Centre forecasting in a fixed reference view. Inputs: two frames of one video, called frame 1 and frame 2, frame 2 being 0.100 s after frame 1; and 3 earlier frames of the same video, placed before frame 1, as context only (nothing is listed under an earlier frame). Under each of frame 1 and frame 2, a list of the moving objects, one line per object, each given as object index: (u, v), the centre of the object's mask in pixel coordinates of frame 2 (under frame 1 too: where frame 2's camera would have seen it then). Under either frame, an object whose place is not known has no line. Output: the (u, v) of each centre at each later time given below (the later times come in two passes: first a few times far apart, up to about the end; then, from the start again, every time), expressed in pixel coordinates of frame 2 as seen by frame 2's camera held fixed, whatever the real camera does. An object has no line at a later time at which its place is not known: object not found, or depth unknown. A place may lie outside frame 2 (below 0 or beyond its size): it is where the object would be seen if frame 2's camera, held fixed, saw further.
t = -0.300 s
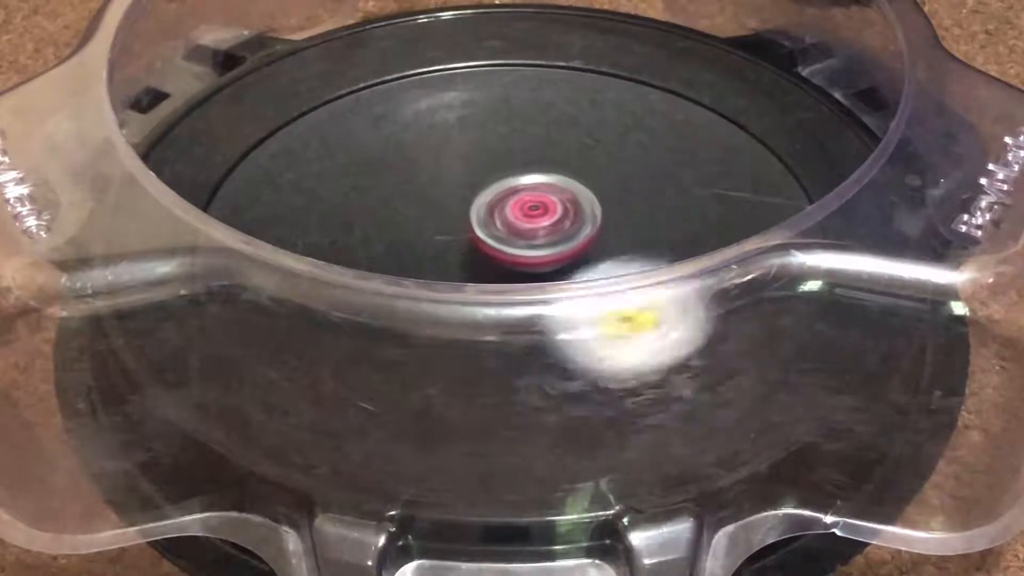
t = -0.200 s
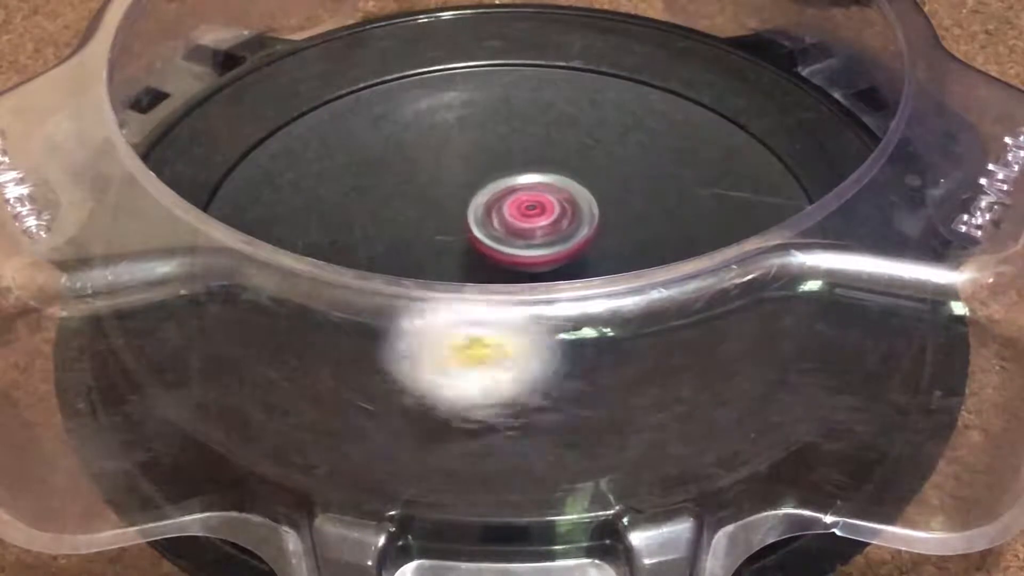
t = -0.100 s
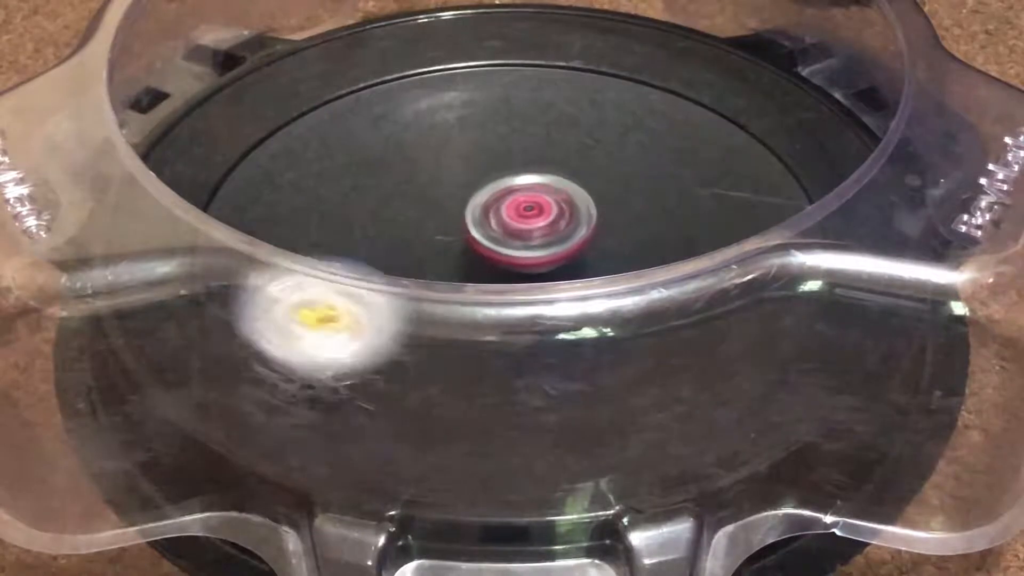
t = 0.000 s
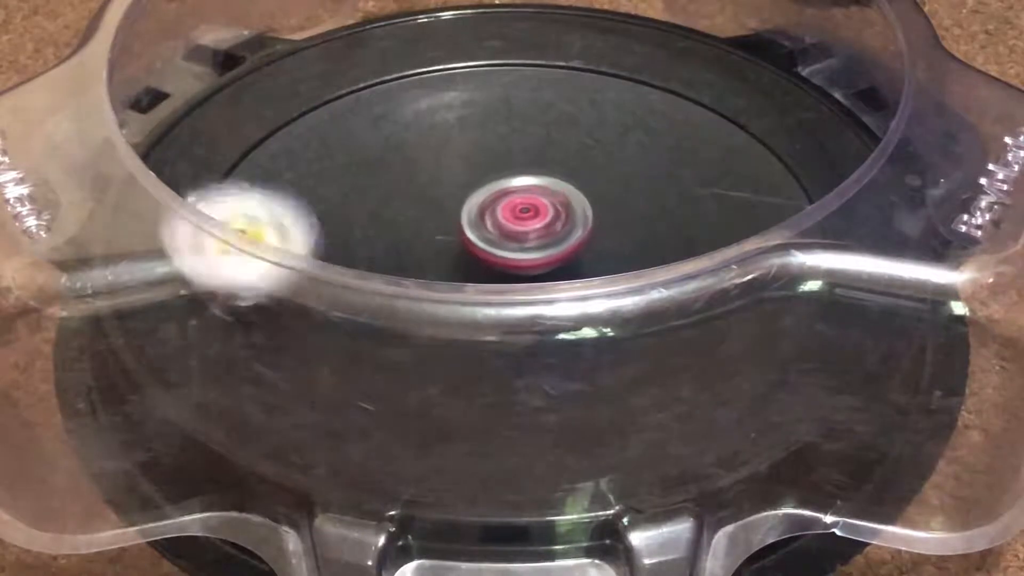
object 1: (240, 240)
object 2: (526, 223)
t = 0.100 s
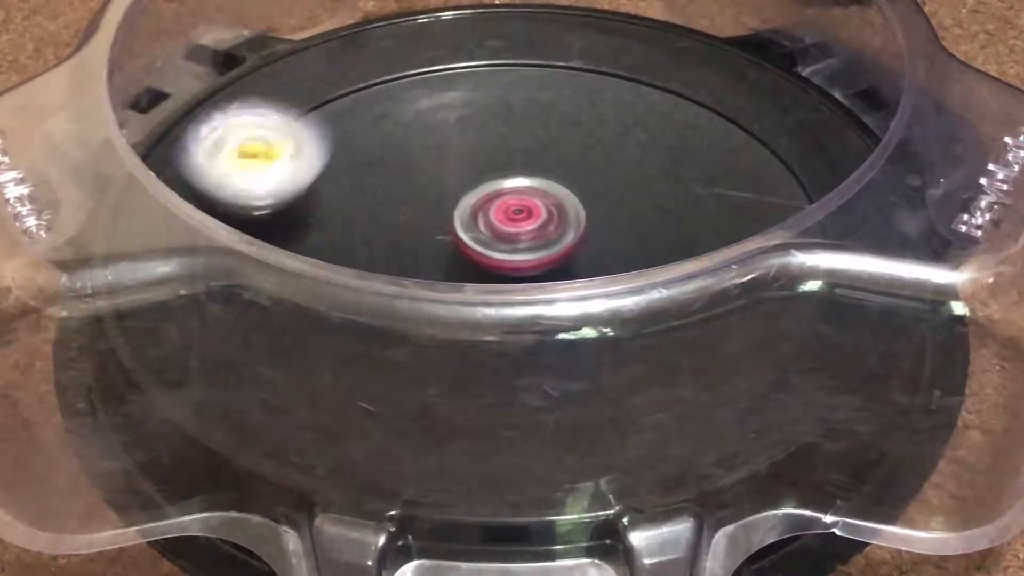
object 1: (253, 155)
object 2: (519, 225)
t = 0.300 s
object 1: (485, 79)
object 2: (500, 223)
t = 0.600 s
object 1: (753, 238)
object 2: (493, 213)
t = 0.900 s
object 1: (402, 357)
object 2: (517, 220)
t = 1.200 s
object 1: (372, 128)
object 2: (519, 237)
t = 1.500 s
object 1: (720, 101)
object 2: (504, 240)
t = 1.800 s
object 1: (641, 329)
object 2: (508, 229)
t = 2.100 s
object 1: (301, 209)
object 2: (534, 225)
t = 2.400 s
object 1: (497, 56)
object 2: (537, 227)
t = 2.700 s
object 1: (701, 212)
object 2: (523, 224)
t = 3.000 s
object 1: (389, 341)
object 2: (516, 219)
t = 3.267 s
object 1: (307, 162)
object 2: (510, 220)
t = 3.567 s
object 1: (631, 124)
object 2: (504, 223)
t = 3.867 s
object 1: (696, 315)
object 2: (502, 227)
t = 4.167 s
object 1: (360, 268)
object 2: (513, 231)
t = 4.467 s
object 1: (474, 90)
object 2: (524, 234)
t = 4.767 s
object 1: (716, 170)
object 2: (521, 232)
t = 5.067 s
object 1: (477, 322)
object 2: (525, 221)
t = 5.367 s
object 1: (315, 164)
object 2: (530, 218)
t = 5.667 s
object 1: (585, 123)
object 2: (525, 219)
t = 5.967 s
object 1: (657, 294)
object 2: (515, 222)
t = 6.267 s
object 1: (365, 289)
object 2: (507, 226)
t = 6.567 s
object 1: (475, 123)
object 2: (503, 228)
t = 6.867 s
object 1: (706, 181)
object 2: (515, 230)
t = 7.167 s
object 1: (528, 344)
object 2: (499, 200)
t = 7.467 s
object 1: (319, 269)
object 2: (488, 156)
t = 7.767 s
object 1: (310, 265)
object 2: (658, 35)
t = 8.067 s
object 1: (354, 281)
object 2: (685, 63)
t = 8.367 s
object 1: (598, 260)
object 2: (579, 187)
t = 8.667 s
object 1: (697, 284)
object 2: (482, 248)
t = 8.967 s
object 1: (590, 184)
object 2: (477, 266)
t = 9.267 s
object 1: (585, 92)
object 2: (541, 262)
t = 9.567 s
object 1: (461, 132)
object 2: (626, 255)
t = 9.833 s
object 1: (341, 110)
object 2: (628, 250)
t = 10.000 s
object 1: (349, 145)
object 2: (589, 240)
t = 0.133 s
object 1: (278, 132)
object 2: (516, 225)
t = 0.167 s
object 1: (310, 111)
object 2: (513, 225)
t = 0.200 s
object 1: (349, 97)
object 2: (510, 225)
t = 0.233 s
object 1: (391, 85)
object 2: (507, 224)
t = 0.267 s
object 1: (438, 80)
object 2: (503, 223)
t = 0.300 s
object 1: (485, 79)
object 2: (500, 223)
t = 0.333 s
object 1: (533, 84)
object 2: (497, 223)
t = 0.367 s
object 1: (578, 91)
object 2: (495, 222)
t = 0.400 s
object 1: (620, 104)
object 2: (493, 220)
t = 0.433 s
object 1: (659, 120)
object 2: (492, 219)
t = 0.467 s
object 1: (692, 140)
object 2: (491, 218)
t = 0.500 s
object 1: (719, 163)
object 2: (491, 217)
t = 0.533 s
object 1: (737, 184)
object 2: (491, 215)
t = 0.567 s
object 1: (740, 201)
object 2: (492, 214)
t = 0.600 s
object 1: (753, 238)
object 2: (493, 213)
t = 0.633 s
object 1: (746, 271)
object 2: (495, 213)
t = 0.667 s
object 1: (734, 307)
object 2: (498, 212)
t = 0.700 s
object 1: (702, 329)
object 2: (501, 212)
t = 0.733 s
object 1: (665, 348)
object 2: (504, 212)
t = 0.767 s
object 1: (615, 367)
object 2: (506, 213)
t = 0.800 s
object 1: (562, 373)
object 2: (509, 215)
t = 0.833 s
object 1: (506, 378)
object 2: (512, 216)
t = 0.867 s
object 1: (454, 370)
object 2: (514, 218)
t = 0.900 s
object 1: (402, 357)
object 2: (517, 220)
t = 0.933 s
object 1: (361, 341)
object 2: (518, 222)
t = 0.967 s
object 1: (328, 310)
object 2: (520, 224)
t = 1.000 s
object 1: (309, 285)
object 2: (521, 226)
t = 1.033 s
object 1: (297, 256)
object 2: (522, 229)
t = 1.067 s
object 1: (294, 228)
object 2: (522, 232)
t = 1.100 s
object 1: (303, 198)
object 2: (521, 233)
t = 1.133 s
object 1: (318, 173)
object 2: (521, 235)
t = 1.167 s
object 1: (341, 150)
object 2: (520, 236)
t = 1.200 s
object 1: (372, 128)
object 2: (519, 237)
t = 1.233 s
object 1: (405, 110)
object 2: (517, 238)
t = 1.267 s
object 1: (443, 95)
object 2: (515, 239)
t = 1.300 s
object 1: (482, 84)
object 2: (513, 239)
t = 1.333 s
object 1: (523, 77)
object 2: (511, 240)
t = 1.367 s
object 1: (567, 73)
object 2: (510, 240)
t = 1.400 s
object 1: (607, 73)
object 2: (508, 240)
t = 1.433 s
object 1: (650, 78)
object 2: (507, 240)
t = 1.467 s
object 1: (686, 87)
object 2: (506, 240)
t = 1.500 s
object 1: (720, 101)
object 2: (504, 240)
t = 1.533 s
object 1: (748, 119)
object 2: (503, 239)
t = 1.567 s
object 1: (769, 142)
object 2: (502, 239)
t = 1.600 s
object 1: (779, 165)
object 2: (501, 238)
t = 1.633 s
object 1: (783, 192)
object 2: (501, 236)
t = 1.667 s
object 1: (776, 223)
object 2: (501, 236)
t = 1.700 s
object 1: (756, 255)
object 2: (502, 234)
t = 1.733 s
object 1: (728, 288)
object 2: (503, 233)
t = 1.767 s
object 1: (691, 308)
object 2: (506, 231)
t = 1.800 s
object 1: (641, 329)
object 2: (508, 229)
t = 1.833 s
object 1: (591, 341)
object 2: (512, 228)
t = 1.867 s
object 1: (537, 349)
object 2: (515, 226)
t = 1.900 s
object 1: (482, 346)
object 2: (518, 225)
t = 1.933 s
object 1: (436, 339)
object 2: (522, 225)
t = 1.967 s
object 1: (395, 314)
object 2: (525, 225)
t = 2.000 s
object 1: (357, 292)
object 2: (528, 224)
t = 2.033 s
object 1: (331, 267)
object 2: (530, 224)
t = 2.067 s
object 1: (311, 243)
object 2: (533, 224)
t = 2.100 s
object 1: (301, 209)
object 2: (534, 225)
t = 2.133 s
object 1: (295, 187)
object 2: (535, 225)
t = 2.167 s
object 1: (299, 161)
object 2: (537, 225)
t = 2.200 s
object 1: (310, 137)
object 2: (537, 226)
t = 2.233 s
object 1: (328, 113)
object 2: (538, 225)
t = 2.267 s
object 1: (353, 93)
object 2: (538, 226)
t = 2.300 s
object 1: (384, 77)
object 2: (538, 226)
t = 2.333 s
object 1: (419, 65)
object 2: (538, 227)
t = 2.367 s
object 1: (457, 58)
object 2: (537, 227)
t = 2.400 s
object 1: (497, 56)
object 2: (537, 227)
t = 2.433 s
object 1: (538, 58)
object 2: (536, 227)
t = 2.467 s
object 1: (576, 67)
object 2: (535, 227)
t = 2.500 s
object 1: (613, 79)
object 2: (533, 227)
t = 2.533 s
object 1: (645, 96)
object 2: (531, 226)
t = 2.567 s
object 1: (672, 118)
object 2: (529, 226)
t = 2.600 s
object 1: (692, 141)
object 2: (527, 226)
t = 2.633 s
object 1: (705, 170)
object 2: (526, 225)
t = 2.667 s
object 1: (709, 193)
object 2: (524, 224)
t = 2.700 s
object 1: (701, 212)
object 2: (523, 224)
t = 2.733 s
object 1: (694, 251)
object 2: (522, 223)
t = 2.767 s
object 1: (678, 275)
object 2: (521, 222)
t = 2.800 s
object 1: (652, 303)
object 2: (520, 222)
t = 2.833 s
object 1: (614, 322)
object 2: (519, 221)
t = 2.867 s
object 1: (573, 342)
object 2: (518, 220)
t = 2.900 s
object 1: (527, 351)
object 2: (517, 220)
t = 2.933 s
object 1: (480, 351)
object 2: (517, 219)
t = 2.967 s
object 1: (435, 350)
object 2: (516, 219)
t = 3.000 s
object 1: (389, 341)
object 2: (516, 219)
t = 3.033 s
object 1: (352, 320)
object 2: (515, 218)
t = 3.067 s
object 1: (319, 301)
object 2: (515, 218)
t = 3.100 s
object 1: (295, 281)
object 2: (514, 218)
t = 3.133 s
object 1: (280, 255)
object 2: (513, 219)
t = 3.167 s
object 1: (273, 230)
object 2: (512, 219)
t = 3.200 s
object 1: (279, 200)
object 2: (512, 219)
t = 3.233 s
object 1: (287, 183)
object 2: (511, 219)
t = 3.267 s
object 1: (307, 162)
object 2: (510, 220)
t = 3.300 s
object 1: (333, 144)
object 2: (510, 220)
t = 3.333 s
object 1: (365, 128)
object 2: (509, 221)
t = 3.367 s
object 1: (400, 117)
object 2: (508, 221)
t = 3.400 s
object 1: (438, 111)
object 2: (507, 221)
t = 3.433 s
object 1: (478, 106)
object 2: (507, 221)
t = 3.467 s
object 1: (518, 105)
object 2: (506, 222)
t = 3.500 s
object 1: (556, 109)
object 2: (505, 222)
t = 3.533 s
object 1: (594, 115)
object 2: (504, 222)
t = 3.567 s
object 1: (631, 124)
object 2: (504, 223)
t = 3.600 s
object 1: (663, 136)
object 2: (503, 224)
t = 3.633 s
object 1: (690, 153)
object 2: (503, 225)
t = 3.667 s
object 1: (713, 170)
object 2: (502, 225)
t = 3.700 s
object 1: (728, 189)
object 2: (502, 226)
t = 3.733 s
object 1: (731, 203)
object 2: (502, 226)
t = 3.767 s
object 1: (741, 233)
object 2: (502, 226)
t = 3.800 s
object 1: (734, 263)
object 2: (502, 226)
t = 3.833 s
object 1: (720, 287)
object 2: (502, 226)
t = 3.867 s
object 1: (696, 315)
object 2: (502, 227)
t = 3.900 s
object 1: (660, 330)
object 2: (502, 227)
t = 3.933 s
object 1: (615, 343)
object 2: (503, 227)
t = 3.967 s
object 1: (572, 350)
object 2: (503, 228)
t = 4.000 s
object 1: (525, 351)
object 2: (504, 228)
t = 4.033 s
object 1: (479, 346)
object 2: (505, 228)
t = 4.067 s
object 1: (438, 339)
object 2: (507, 228)
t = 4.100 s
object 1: (404, 317)
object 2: (508, 230)
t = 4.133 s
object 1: (379, 295)
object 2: (510, 230)
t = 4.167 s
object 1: (360, 268)
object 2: (513, 231)
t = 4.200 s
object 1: (346, 246)
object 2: (515, 231)
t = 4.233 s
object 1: (344, 217)
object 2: (516, 232)
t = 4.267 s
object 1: (344, 198)
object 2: (517, 232)
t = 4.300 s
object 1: (353, 174)
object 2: (518, 233)
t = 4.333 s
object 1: (368, 153)
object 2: (519, 233)
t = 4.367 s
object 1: (390, 133)
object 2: (520, 234)
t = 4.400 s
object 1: (414, 115)
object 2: (522, 233)
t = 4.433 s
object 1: (442, 101)
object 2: (523, 234)
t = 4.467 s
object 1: (474, 90)
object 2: (524, 234)
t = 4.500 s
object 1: (507, 83)
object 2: (524, 235)
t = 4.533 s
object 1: (542, 79)
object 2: (523, 235)
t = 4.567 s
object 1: (576, 80)
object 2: (522, 235)
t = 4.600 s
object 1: (610, 85)
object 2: (521, 235)
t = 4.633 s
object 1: (642, 94)
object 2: (520, 235)
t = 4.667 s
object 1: (669, 107)
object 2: (520, 234)
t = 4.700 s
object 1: (691, 124)
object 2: (521, 234)
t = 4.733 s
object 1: (707, 147)
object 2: (521, 233)
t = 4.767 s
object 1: (716, 170)
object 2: (521, 232)
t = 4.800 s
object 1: (715, 191)
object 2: (521, 231)
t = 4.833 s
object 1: (704, 210)
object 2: (521, 230)
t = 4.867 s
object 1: (692, 238)
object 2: (521, 229)
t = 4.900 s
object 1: (673, 264)
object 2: (521, 228)
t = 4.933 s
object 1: (645, 285)
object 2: (521, 227)
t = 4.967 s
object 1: (605, 303)
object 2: (520, 224)
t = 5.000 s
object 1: (565, 313)
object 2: (522, 221)
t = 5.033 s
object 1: (524, 318)
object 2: (523, 219)
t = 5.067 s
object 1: (477, 322)
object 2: (525, 221)
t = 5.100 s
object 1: (439, 317)
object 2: (526, 222)
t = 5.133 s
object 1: (402, 303)
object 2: (526, 221)
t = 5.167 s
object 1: (370, 289)
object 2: (527, 221)
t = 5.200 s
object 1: (343, 271)
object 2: (528, 220)
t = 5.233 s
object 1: (322, 251)
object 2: (529, 219)
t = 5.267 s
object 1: (309, 229)
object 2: (529, 219)
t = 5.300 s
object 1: (304, 204)
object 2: (530, 219)
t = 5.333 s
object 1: (305, 185)
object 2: (530, 218)
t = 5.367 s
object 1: (315, 164)
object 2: (530, 218)
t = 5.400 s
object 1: (330, 146)
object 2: (530, 217)
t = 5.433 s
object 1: (353, 129)
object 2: (530, 217)
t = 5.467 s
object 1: (381, 117)
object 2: (529, 217)
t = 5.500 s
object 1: (413, 109)
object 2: (529, 217)
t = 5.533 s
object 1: (448, 104)
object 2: (528, 217)
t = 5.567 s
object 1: (483, 103)
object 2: (527, 218)
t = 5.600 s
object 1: (519, 107)
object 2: (527, 218)
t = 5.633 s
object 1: (552, 113)
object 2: (526, 219)
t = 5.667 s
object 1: (585, 123)
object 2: (525, 219)
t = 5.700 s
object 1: (614, 135)
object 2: (524, 219)
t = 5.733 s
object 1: (640, 151)
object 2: (522, 220)
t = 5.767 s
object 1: (660, 169)
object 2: (521, 220)
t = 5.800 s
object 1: (674, 189)
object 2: (520, 220)
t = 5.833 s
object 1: (683, 206)
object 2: (519, 221)
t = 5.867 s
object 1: (682, 220)
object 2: (518, 221)
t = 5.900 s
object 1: (683, 252)
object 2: (517, 222)
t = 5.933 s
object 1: (675, 271)
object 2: (516, 222)
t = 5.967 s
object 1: (657, 294)
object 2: (515, 222)
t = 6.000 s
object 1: (630, 312)
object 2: (514, 223)
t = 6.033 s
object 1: (599, 335)
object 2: (513, 224)
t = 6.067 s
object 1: (562, 343)
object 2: (512, 224)
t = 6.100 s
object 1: (524, 346)
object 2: (512, 224)
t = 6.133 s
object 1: (482, 346)
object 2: (511, 224)
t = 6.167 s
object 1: (443, 340)
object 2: (510, 225)
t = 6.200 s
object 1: (409, 331)
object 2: (508, 226)
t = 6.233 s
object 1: (386, 305)
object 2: (507, 226)
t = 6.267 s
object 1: (365, 289)
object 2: (507, 226)
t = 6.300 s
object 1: (357, 259)
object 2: (506, 226)
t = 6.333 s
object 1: (353, 230)
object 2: (505, 227)
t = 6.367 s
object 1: (353, 217)
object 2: (504, 227)
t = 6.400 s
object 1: (360, 199)
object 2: (504, 228)
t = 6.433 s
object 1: (375, 180)
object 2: (503, 228)
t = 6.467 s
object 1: (395, 162)
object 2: (502, 228)
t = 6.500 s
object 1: (419, 146)
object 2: (502, 228)
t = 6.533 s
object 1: (446, 134)
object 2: (503, 228)
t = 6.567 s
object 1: (475, 123)
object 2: (503, 228)
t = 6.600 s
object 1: (506, 116)
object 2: (504, 229)
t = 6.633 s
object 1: (538, 113)
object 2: (504, 229)
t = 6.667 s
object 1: (570, 112)
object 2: (505, 229)
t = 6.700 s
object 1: (600, 115)
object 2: (506, 229)
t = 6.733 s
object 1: (630, 122)
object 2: (508, 229)
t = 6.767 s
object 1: (657, 132)
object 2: (510, 229)
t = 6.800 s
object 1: (679, 145)
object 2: (512, 230)
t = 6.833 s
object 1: (695, 162)
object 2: (514, 230)
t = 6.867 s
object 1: (706, 181)
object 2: (515, 230)
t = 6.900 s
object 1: (709, 198)
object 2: (517, 230)
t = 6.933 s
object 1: (699, 213)
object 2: (517, 231)
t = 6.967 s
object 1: (690, 239)
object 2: (518, 231)
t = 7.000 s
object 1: (671, 262)
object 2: (518, 231)
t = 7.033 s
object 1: (646, 280)
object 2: (518, 231)
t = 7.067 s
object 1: (614, 295)
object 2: (516, 229)
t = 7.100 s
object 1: (579, 304)
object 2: (516, 225)
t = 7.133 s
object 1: (551, 319)
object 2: (510, 216)
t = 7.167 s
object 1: (528, 344)
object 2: (499, 200)
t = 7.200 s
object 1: (498, 349)
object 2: (491, 188)
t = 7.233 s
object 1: (469, 350)
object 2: (487, 179)
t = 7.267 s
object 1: (438, 351)
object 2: (485, 173)
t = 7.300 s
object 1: (405, 346)
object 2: (485, 169)
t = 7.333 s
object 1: (376, 340)
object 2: (485, 165)
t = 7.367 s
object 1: (352, 322)
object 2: (486, 162)
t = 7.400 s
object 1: (328, 316)
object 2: (487, 159)
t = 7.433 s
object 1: (321, 288)
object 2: (488, 157)
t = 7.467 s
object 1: (319, 269)
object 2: (488, 156)
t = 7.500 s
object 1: (324, 250)
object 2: (488, 155)
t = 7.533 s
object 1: (341, 226)
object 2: (488, 156)
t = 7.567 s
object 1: (356, 215)
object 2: (488, 156)
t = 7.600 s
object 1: (375, 204)
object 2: (492, 154)
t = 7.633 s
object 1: (357, 216)
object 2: (531, 120)
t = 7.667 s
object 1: (341, 226)
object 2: (577, 85)
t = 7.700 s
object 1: (327, 250)
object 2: (612, 56)
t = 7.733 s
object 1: (318, 258)
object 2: (637, 38)
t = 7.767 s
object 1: (310, 265)
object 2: (658, 35)
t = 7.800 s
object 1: (302, 271)
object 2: (674, 34)
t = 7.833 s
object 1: (295, 276)
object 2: (685, 34)
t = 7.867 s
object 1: (290, 280)
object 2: (693, 35)
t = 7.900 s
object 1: (288, 282)
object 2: (696, 36)
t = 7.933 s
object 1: (291, 283)
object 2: (697, 38)
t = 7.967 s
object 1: (299, 283)
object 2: (697, 40)
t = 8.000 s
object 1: (312, 281)
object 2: (695, 44)
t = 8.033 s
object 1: (330, 281)
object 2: (692, 50)
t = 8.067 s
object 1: (354, 281)
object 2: (685, 63)
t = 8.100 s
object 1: (383, 282)
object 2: (677, 78)
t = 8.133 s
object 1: (412, 283)
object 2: (667, 95)
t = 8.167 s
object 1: (441, 284)
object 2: (655, 111)
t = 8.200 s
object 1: (469, 284)
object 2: (643, 126)
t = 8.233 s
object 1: (499, 264)
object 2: (631, 141)
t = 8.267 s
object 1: (527, 264)
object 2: (619, 154)
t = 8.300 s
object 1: (551, 263)
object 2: (606, 166)
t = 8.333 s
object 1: (575, 262)
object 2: (594, 177)
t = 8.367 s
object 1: (598, 260)
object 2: (579, 187)
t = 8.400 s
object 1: (621, 258)
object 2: (565, 198)
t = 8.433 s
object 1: (641, 255)
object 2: (553, 209)
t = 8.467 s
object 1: (657, 252)
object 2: (541, 219)
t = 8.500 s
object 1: (671, 250)
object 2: (530, 228)
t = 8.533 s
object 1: (704, 286)
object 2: (518, 234)
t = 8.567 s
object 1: (714, 287)
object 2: (508, 238)
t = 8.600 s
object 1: (714, 286)
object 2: (498, 242)
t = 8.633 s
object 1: (706, 287)
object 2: (490, 246)
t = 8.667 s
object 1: (697, 284)
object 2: (482, 248)
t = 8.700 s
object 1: (684, 280)
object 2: (476, 251)
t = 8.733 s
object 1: (671, 273)
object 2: (471, 253)
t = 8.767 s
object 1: (647, 243)
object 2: (468, 255)
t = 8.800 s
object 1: (635, 239)
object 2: (466, 257)
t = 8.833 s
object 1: (624, 232)
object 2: (465, 259)
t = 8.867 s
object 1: (615, 223)
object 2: (467, 261)
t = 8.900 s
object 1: (605, 212)
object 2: (468, 263)
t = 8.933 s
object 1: (596, 198)
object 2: (471, 264)
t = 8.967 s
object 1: (590, 184)
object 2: (477, 266)
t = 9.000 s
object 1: (584, 170)
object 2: (481, 267)
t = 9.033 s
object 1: (580, 156)
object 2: (488, 268)
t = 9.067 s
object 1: (576, 143)
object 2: (494, 269)
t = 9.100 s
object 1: (574, 129)
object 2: (503, 268)
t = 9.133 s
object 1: (574, 118)
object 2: (510, 268)
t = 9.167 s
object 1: (575, 106)
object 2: (518, 267)
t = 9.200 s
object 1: (578, 97)
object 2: (525, 266)
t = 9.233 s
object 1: (581, 92)
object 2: (533, 265)
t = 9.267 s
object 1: (585, 92)
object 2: (541, 262)
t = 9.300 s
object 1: (587, 96)
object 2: (548, 260)
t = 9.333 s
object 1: (586, 102)
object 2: (555, 257)
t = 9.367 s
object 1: (581, 112)
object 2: (560, 254)
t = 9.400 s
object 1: (572, 123)
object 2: (564, 251)
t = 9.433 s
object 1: (559, 136)
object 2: (568, 247)
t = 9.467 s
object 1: (543, 148)
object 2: (571, 243)
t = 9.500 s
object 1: (518, 148)
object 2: (585, 244)
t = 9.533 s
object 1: (484, 137)
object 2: (609, 251)
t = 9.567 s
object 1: (461, 132)
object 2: (626, 255)
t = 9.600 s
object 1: (442, 128)
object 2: (635, 258)
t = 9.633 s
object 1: (425, 122)
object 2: (640, 258)
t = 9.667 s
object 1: (407, 119)
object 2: (643, 257)
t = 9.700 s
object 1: (391, 115)
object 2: (643, 256)
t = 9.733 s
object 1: (377, 112)
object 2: (641, 254)
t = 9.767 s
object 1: (362, 111)
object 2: (638, 253)
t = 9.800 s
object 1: (349, 110)
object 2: (633, 252)
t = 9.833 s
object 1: (341, 110)
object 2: (628, 250)
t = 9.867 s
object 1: (335, 112)
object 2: (622, 249)
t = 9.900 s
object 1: (335, 117)
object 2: (616, 246)
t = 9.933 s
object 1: (338, 123)
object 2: (607, 244)
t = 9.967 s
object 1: (342, 133)
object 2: (599, 242)
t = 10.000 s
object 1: (349, 145)
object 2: (589, 240)
